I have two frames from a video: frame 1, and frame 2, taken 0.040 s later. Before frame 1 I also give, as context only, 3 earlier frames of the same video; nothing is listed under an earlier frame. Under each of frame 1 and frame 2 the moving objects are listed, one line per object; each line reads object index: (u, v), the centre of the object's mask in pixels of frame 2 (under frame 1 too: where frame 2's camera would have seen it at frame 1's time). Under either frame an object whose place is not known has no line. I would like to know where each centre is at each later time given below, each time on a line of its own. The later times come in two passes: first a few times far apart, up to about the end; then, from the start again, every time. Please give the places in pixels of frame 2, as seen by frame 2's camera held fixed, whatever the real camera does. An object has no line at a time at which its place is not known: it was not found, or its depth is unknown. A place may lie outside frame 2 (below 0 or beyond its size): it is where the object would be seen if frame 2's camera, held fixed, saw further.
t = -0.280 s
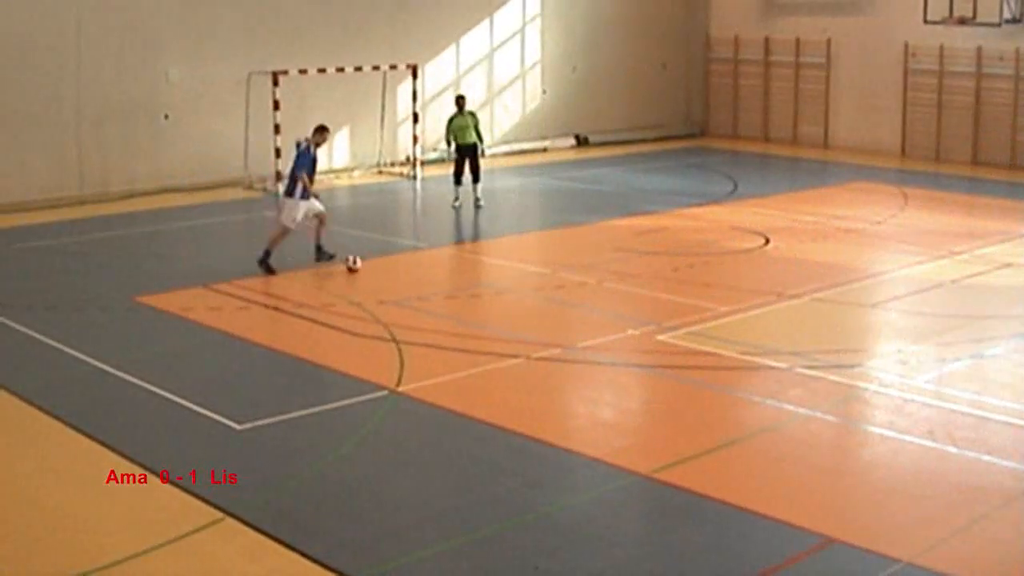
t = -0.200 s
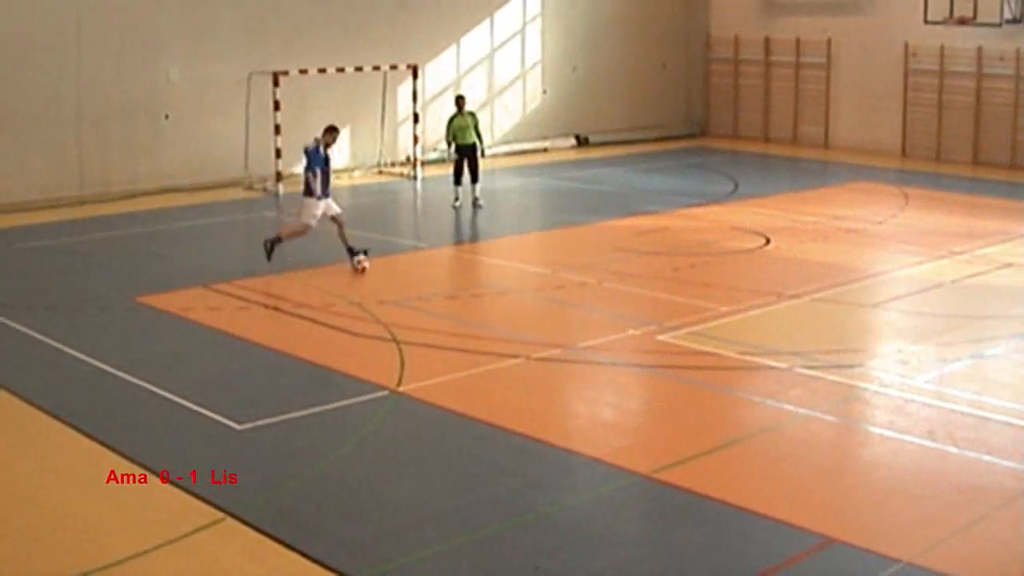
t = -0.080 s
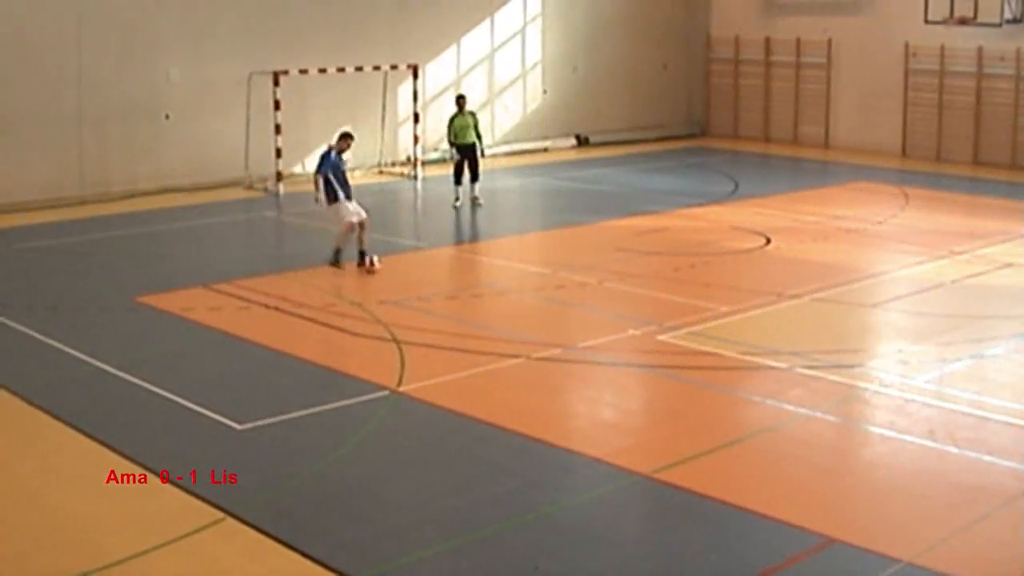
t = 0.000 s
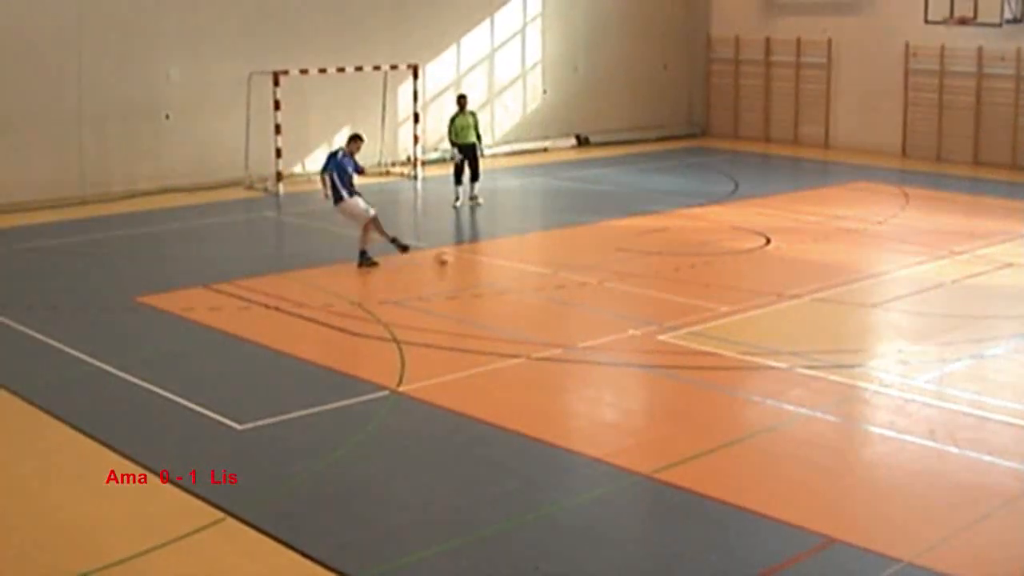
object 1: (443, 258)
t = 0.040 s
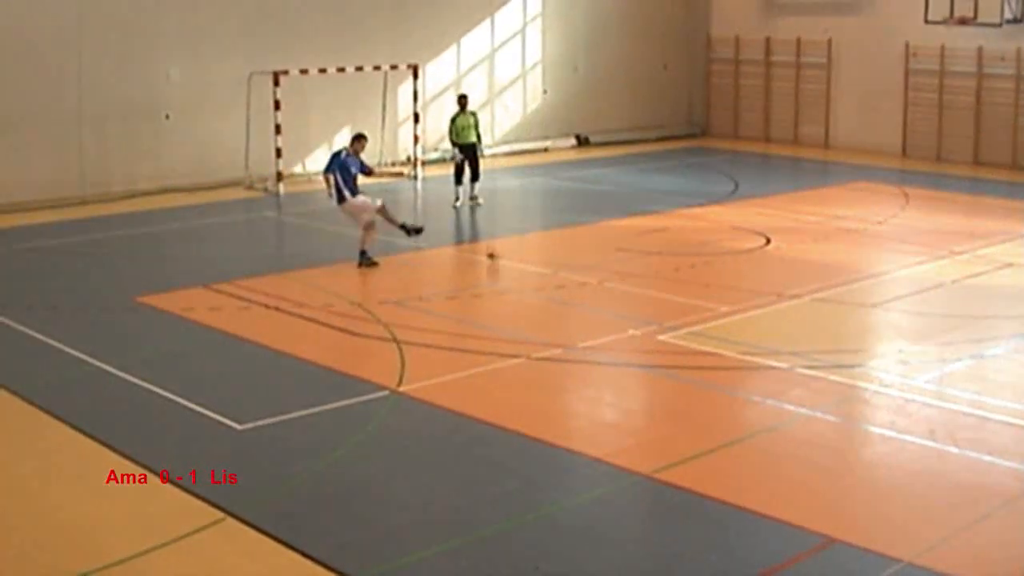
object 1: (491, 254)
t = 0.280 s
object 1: (757, 237)
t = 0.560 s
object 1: (974, 223)
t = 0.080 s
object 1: (543, 252)
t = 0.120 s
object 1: (591, 249)
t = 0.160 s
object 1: (634, 246)
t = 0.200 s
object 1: (676, 243)
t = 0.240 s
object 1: (716, 240)
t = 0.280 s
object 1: (757, 237)
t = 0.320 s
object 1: (790, 235)
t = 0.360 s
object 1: (824, 231)
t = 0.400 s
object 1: (856, 230)
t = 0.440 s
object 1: (887, 230)
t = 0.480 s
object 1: (916, 227)
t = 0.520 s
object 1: (946, 225)
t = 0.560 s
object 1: (974, 223)
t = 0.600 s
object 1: (1001, 219)
